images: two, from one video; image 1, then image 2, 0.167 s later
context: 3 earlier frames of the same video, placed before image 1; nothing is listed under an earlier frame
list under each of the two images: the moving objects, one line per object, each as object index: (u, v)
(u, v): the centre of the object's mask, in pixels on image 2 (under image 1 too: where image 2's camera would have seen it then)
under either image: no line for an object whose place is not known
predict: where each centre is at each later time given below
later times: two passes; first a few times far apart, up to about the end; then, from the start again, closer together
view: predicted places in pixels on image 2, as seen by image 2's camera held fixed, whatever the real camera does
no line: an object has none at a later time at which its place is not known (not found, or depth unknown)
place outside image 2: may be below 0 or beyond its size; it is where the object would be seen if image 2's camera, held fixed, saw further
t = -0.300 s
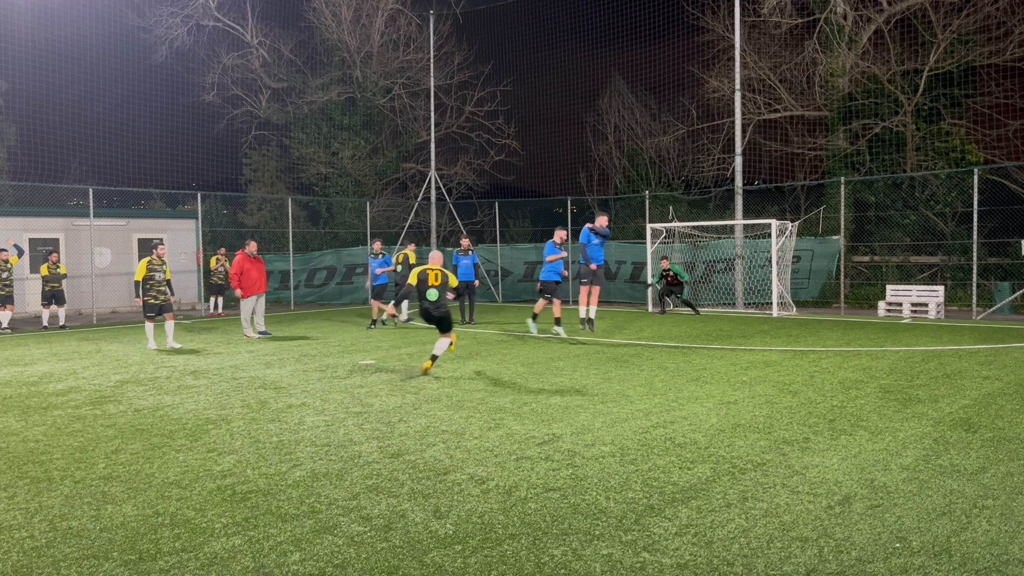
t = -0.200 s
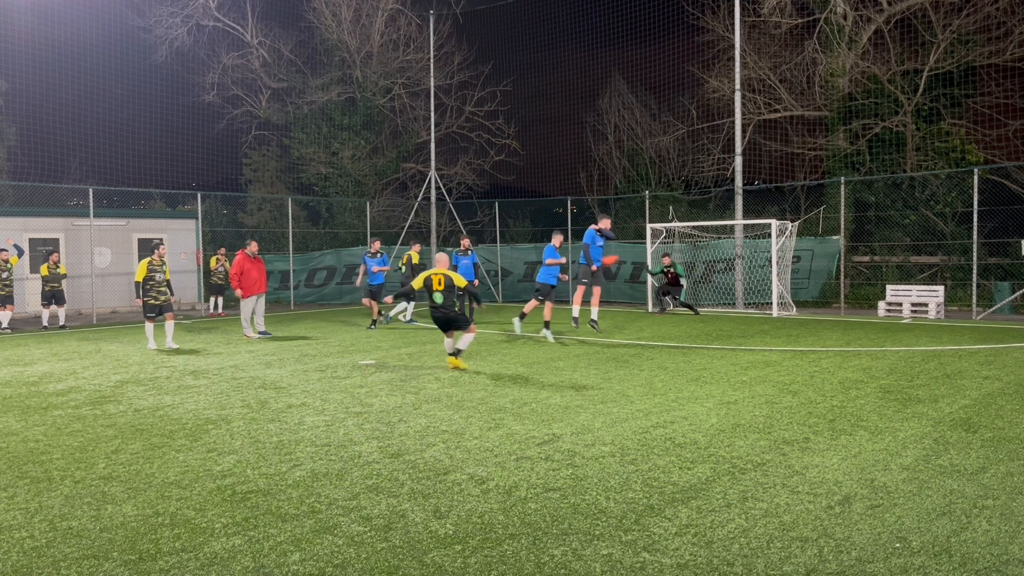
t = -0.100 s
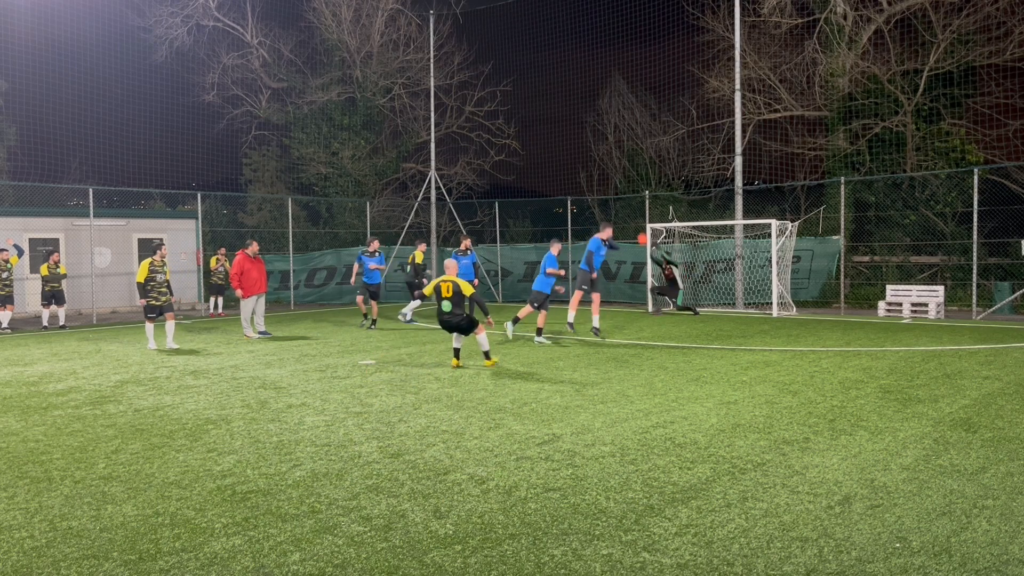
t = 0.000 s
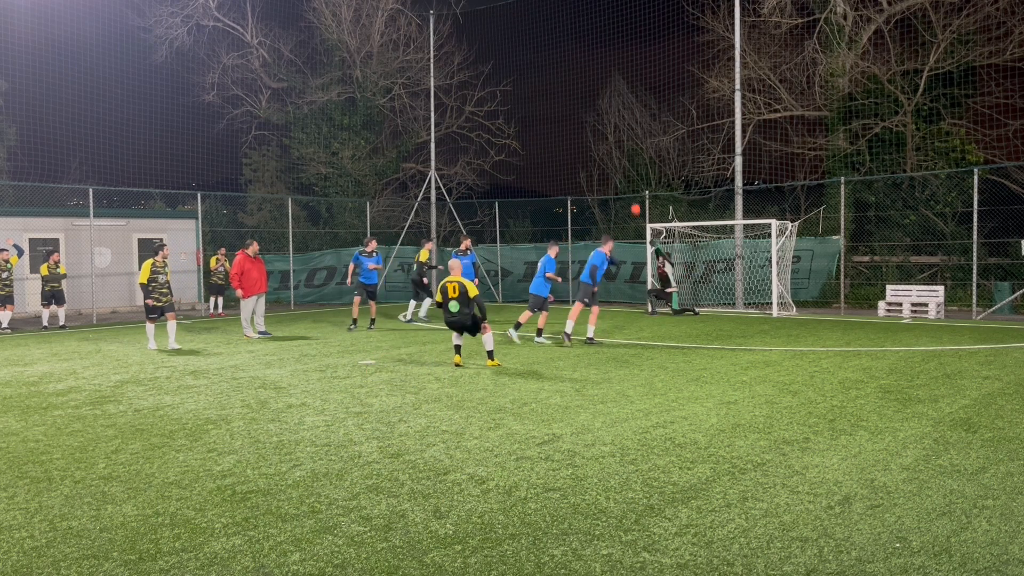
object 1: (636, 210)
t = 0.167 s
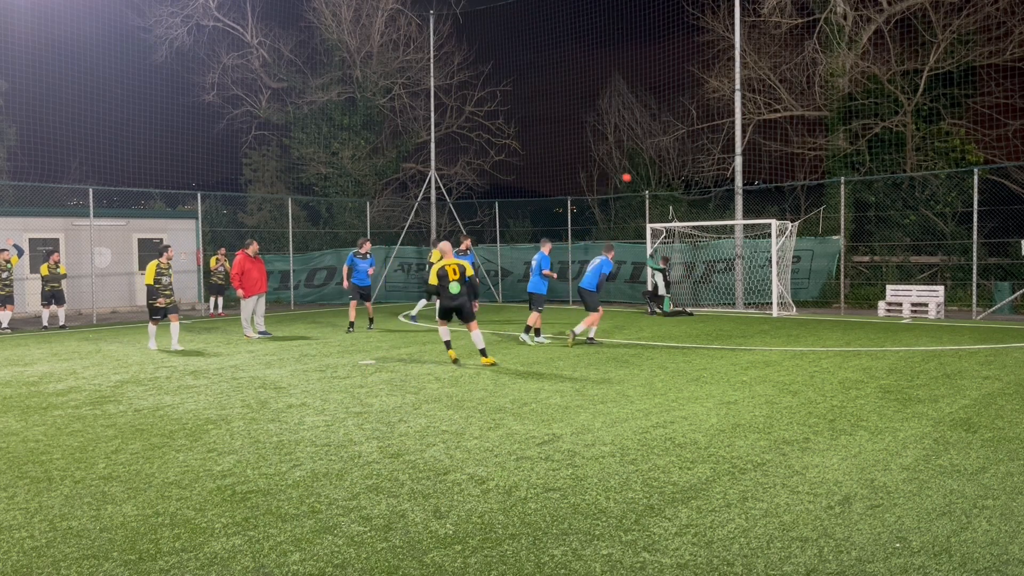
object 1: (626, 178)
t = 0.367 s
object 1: (584, 166)
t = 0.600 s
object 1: (533, 169)
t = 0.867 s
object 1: (482, 195)
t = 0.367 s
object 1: (584, 166)
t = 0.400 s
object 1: (577, 166)
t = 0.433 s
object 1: (569, 165)
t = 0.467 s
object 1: (562, 165)
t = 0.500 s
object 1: (555, 166)
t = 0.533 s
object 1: (547, 166)
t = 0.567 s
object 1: (541, 167)
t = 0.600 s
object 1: (533, 169)
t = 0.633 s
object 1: (527, 171)
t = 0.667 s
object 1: (520, 173)
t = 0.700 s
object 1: (513, 176)
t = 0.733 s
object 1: (507, 179)
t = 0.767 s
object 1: (500, 182)
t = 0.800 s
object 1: (494, 186)
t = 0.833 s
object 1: (488, 191)
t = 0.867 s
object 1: (482, 195)
